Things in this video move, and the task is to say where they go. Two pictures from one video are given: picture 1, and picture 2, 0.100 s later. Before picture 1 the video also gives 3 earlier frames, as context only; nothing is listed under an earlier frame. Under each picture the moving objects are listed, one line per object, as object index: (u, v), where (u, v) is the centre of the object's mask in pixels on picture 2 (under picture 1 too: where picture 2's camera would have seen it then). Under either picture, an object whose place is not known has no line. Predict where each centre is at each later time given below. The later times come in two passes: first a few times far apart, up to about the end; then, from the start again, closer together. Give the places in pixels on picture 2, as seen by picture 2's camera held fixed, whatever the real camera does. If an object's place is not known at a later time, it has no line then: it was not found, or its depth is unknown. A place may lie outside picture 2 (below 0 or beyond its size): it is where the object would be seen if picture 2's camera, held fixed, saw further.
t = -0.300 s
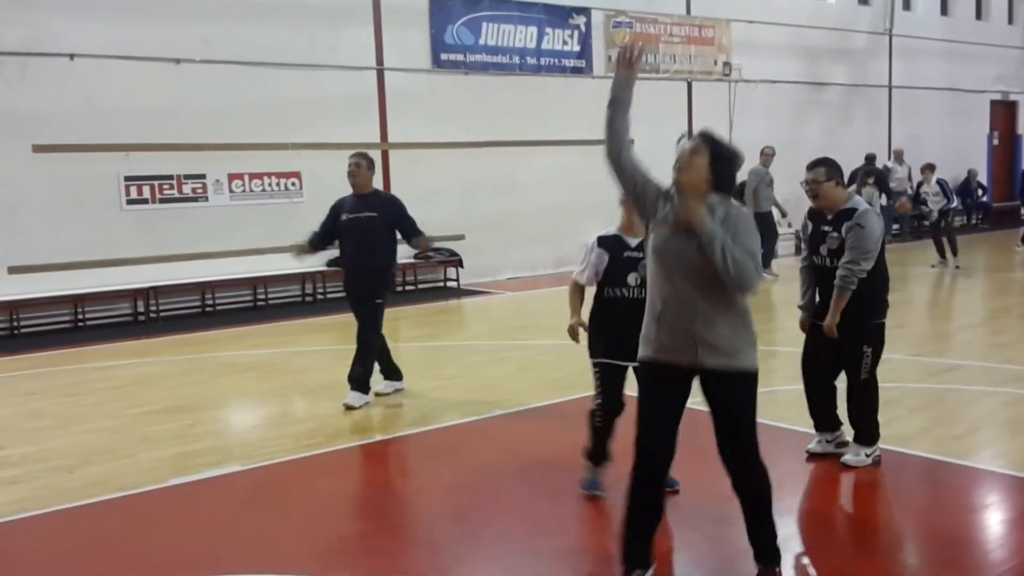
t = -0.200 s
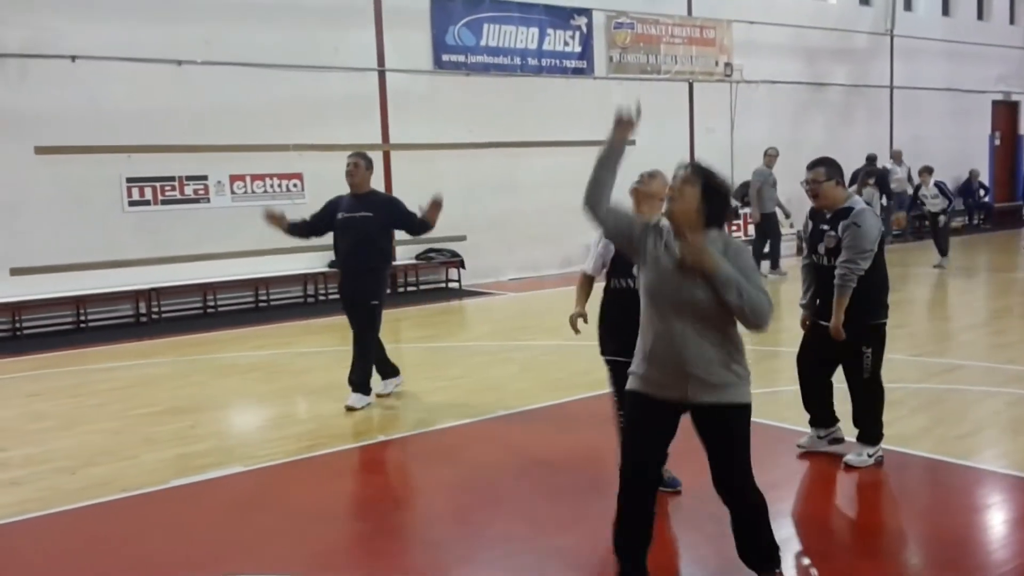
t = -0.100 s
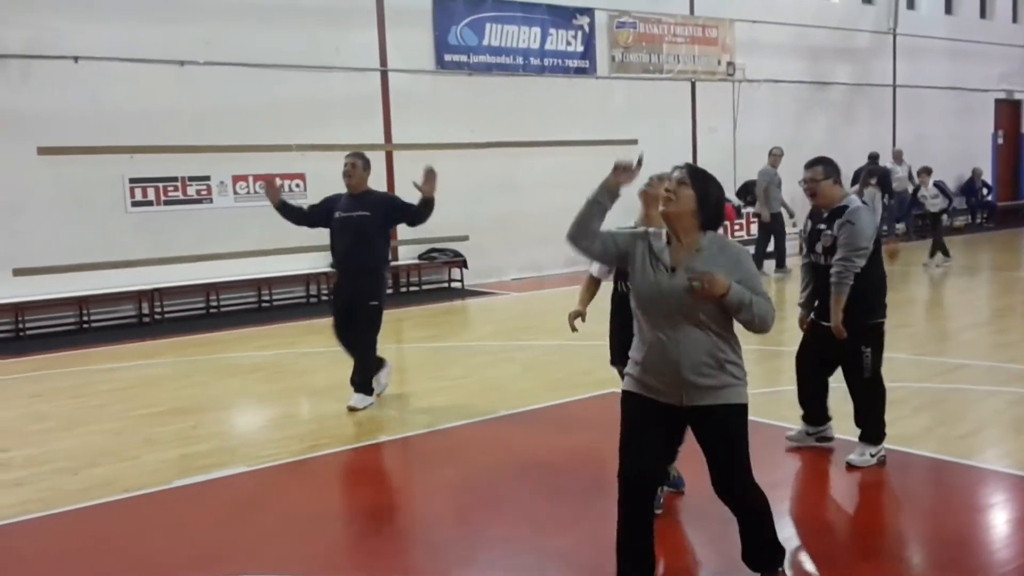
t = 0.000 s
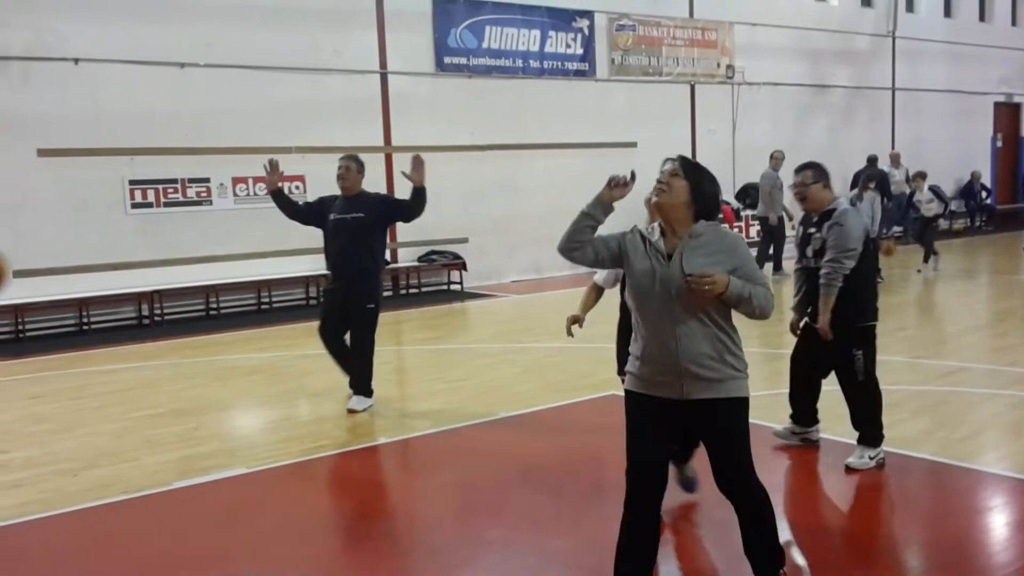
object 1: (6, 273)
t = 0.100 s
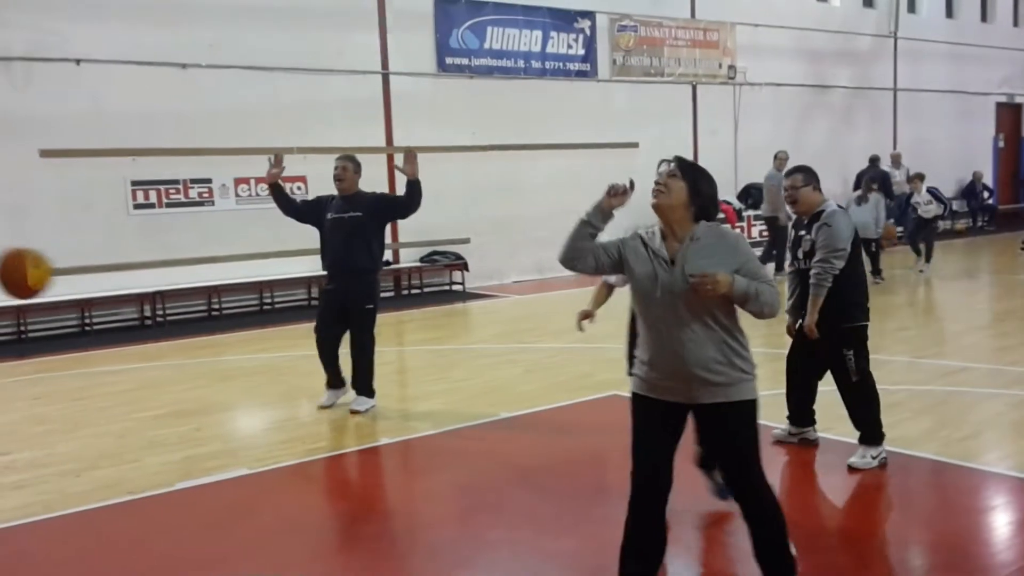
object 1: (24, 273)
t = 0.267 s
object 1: (81, 301)
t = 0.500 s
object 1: (154, 414)
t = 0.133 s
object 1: (35, 273)
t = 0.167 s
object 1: (47, 277)
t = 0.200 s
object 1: (60, 284)
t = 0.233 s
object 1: (72, 291)
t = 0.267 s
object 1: (81, 301)
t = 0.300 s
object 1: (96, 313)
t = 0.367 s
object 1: (119, 341)
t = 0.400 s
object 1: (128, 355)
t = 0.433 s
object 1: (137, 375)
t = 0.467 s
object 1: (146, 393)
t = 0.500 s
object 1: (154, 414)
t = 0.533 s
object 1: (162, 434)
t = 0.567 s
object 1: (168, 435)
